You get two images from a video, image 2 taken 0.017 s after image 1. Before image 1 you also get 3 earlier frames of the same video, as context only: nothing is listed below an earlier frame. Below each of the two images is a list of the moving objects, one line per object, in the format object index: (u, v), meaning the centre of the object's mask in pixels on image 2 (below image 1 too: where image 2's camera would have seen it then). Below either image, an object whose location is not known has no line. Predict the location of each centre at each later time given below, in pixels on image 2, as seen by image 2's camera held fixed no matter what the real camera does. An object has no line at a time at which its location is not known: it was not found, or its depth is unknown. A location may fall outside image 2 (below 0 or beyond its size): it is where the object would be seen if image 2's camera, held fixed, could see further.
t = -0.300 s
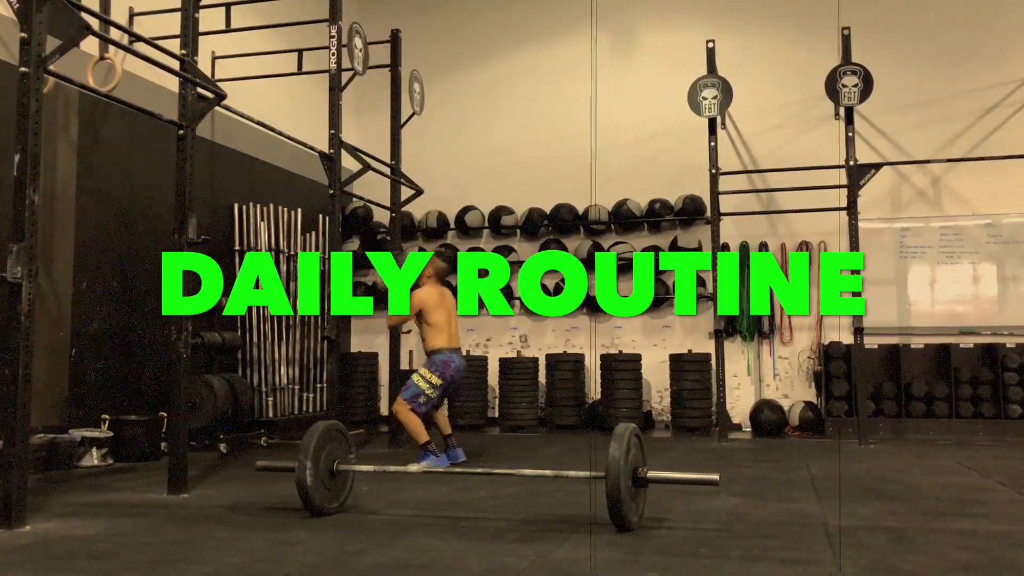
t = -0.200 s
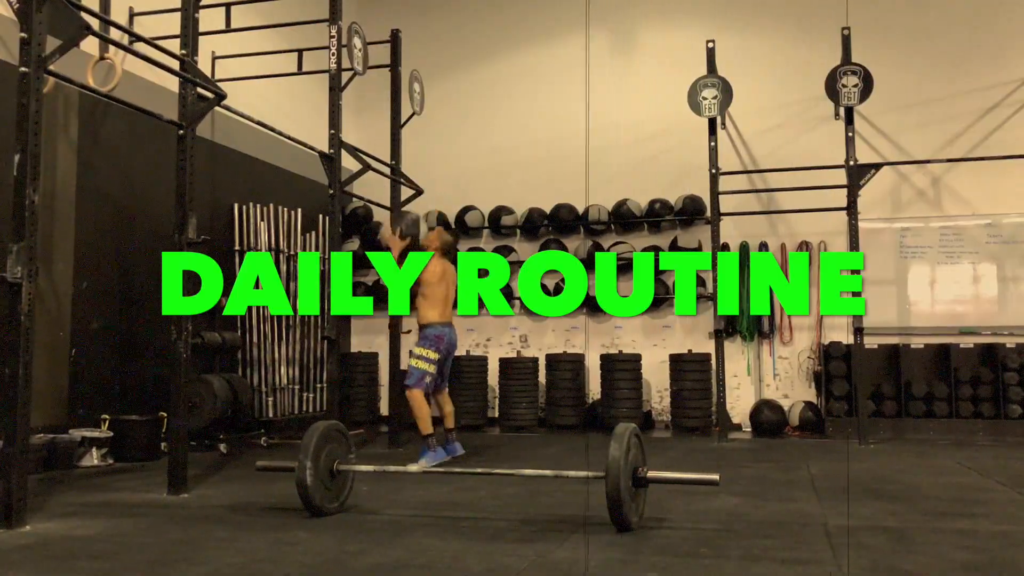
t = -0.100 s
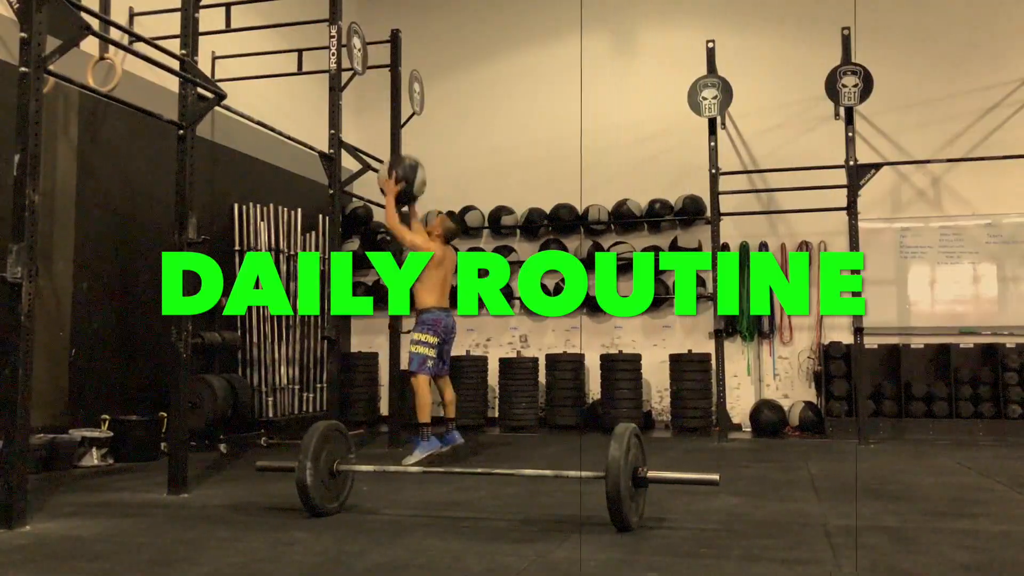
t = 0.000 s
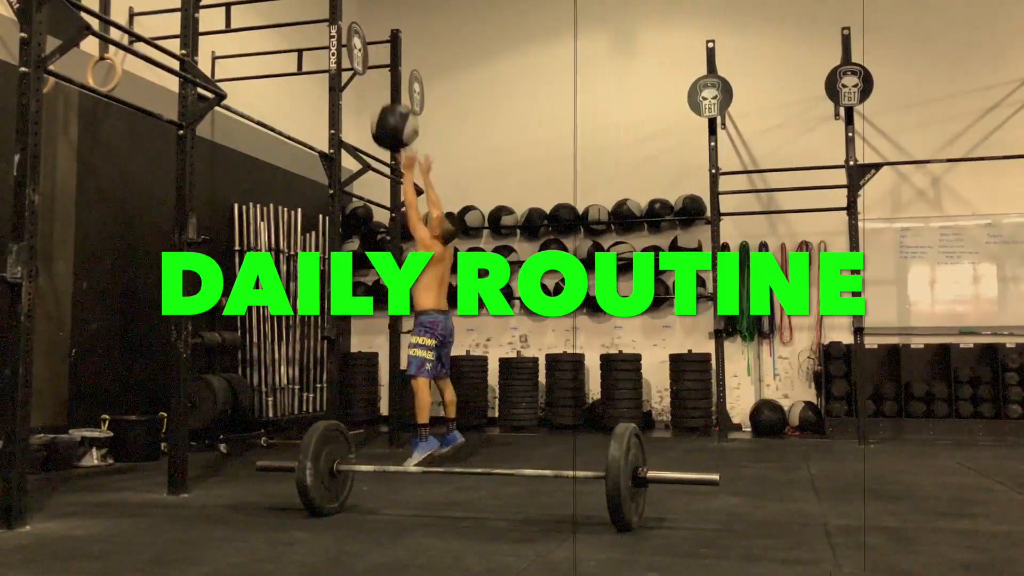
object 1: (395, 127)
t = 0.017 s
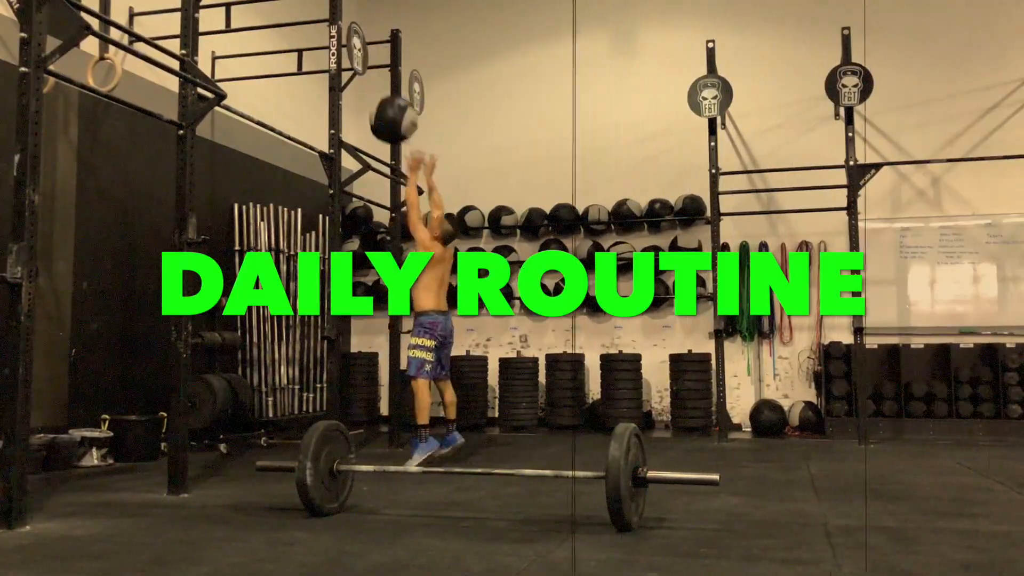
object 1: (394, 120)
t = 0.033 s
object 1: (392, 113)
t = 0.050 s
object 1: (391, 106)
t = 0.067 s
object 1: (389, 100)
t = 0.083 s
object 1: (388, 94)
